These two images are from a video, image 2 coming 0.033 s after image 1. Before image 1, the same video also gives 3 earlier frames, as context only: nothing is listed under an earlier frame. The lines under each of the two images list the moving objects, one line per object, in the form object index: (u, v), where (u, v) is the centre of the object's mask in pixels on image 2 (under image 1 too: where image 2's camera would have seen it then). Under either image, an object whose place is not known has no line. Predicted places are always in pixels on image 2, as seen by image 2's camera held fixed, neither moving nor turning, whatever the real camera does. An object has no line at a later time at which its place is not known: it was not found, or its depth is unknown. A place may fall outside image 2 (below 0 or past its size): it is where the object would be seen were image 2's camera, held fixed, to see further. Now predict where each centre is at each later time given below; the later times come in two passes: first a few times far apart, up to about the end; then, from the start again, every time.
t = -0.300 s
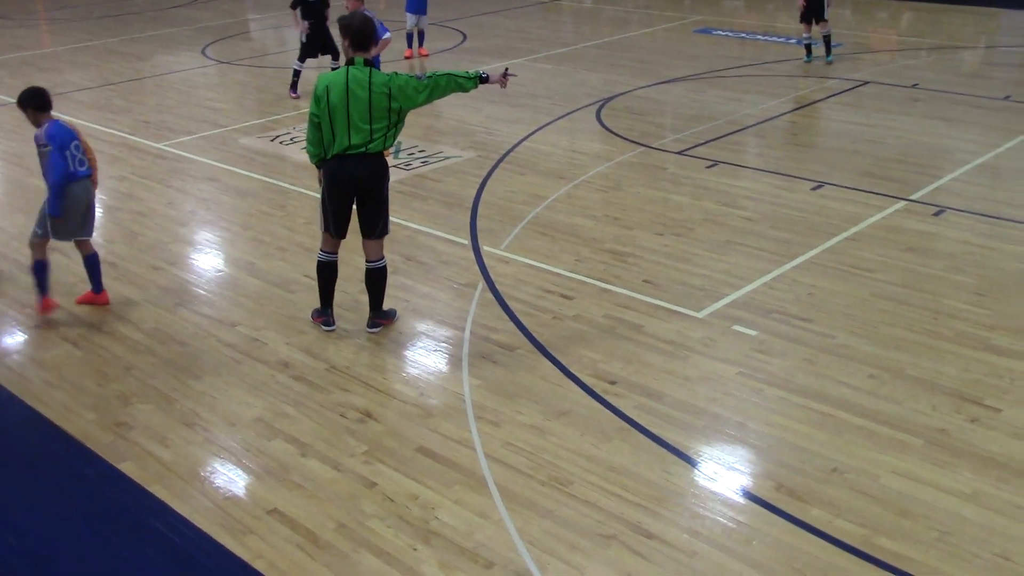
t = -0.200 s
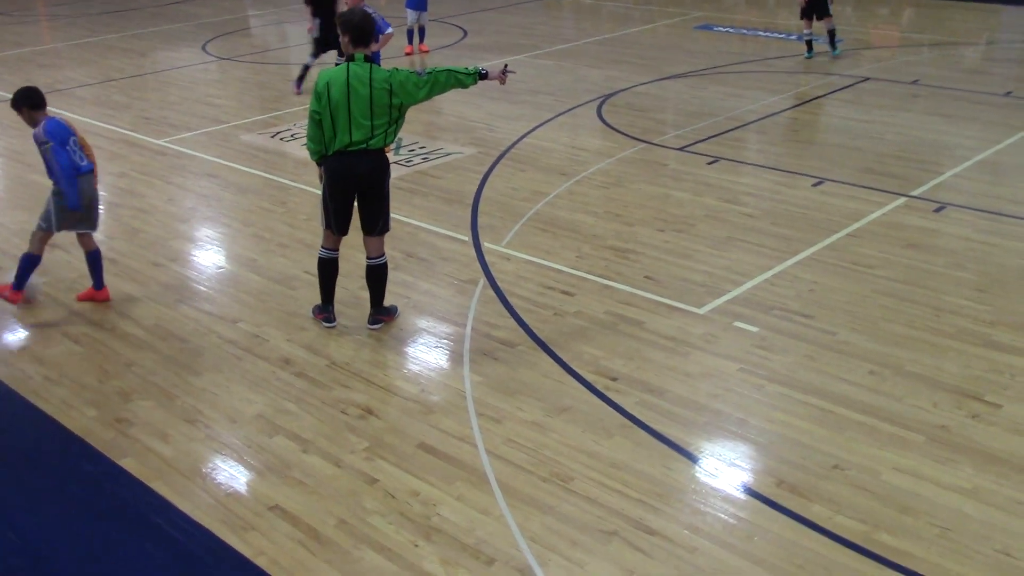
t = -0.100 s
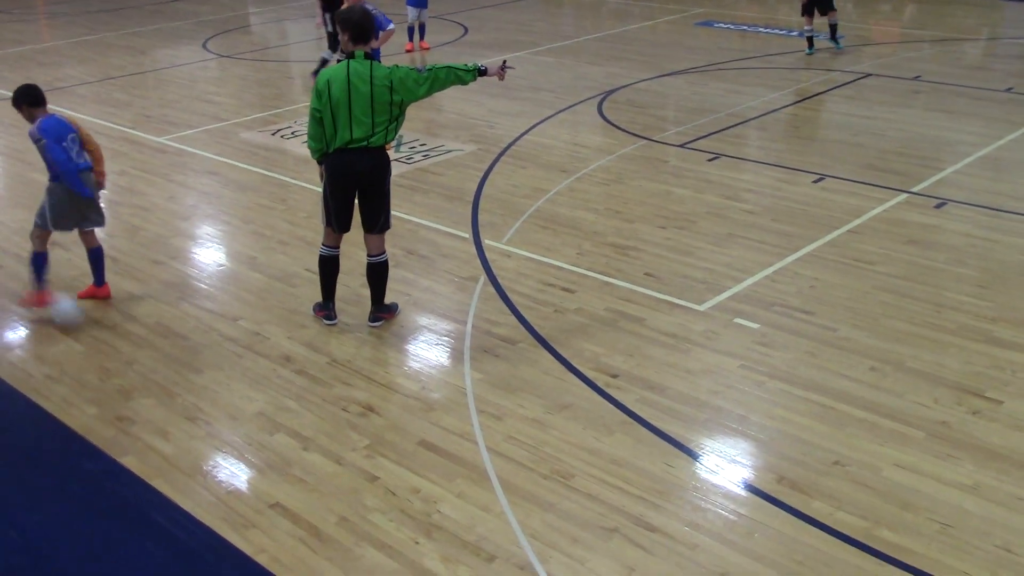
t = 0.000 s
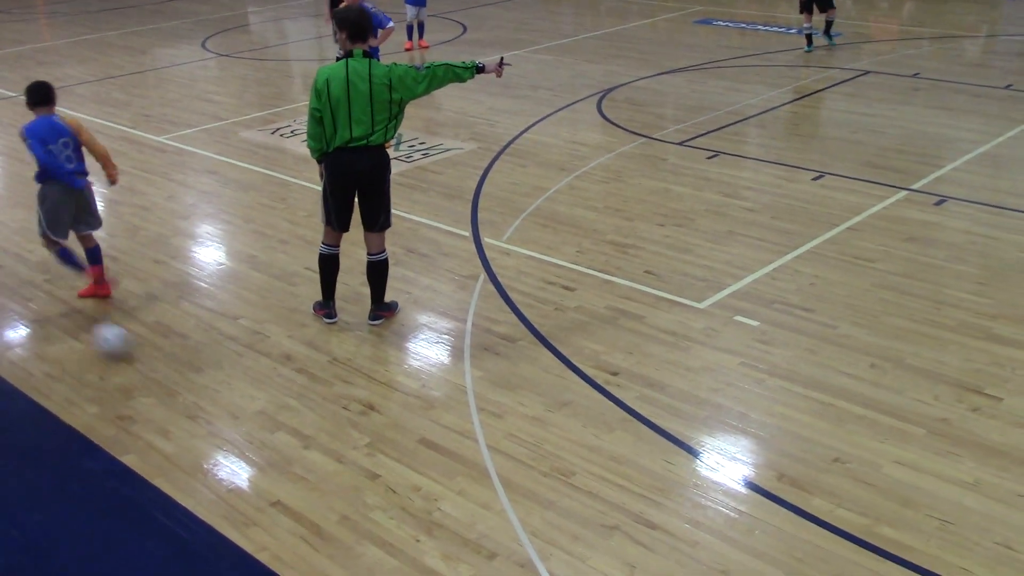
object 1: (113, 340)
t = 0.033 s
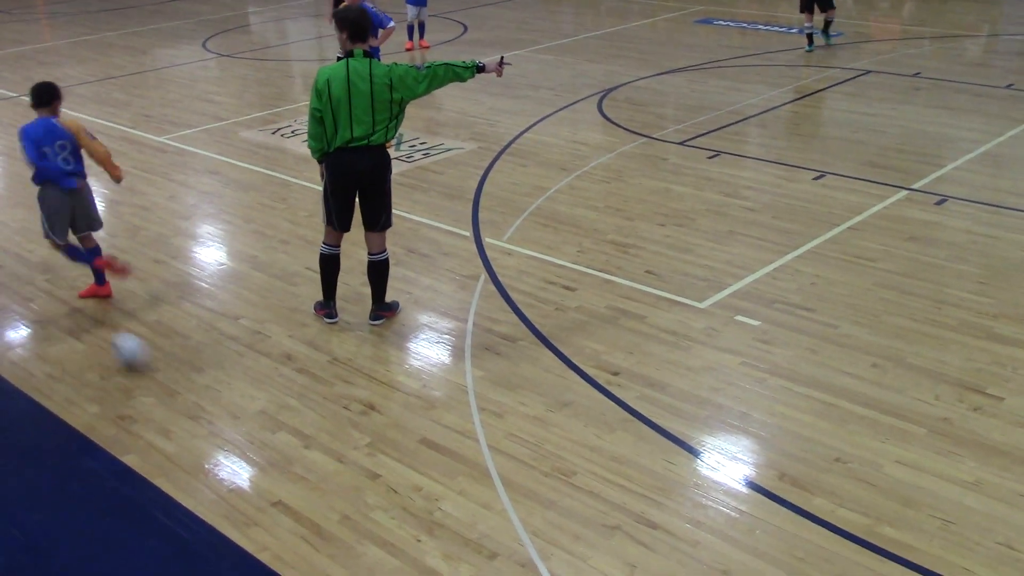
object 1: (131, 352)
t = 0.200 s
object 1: (224, 413)
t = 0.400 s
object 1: (373, 514)
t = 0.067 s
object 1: (146, 363)
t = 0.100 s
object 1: (165, 374)
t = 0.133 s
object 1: (184, 387)
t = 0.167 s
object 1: (203, 401)
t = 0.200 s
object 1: (224, 413)
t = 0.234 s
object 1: (247, 429)
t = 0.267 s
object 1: (269, 445)
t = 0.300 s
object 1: (293, 458)
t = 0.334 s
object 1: (318, 476)
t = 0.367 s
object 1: (345, 495)
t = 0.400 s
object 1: (373, 514)
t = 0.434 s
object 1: (402, 533)
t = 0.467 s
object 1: (435, 550)
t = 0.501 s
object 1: (465, 560)
